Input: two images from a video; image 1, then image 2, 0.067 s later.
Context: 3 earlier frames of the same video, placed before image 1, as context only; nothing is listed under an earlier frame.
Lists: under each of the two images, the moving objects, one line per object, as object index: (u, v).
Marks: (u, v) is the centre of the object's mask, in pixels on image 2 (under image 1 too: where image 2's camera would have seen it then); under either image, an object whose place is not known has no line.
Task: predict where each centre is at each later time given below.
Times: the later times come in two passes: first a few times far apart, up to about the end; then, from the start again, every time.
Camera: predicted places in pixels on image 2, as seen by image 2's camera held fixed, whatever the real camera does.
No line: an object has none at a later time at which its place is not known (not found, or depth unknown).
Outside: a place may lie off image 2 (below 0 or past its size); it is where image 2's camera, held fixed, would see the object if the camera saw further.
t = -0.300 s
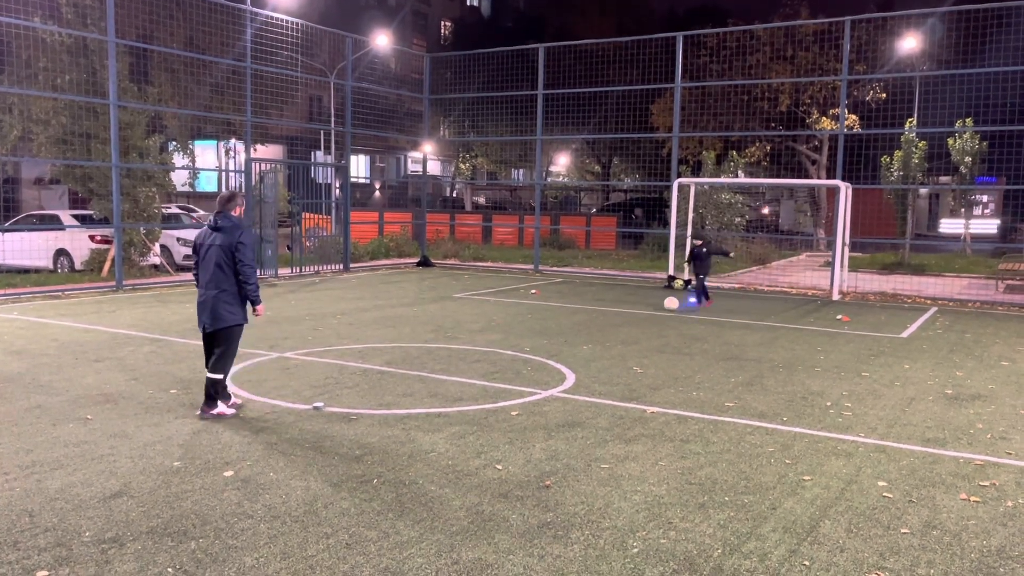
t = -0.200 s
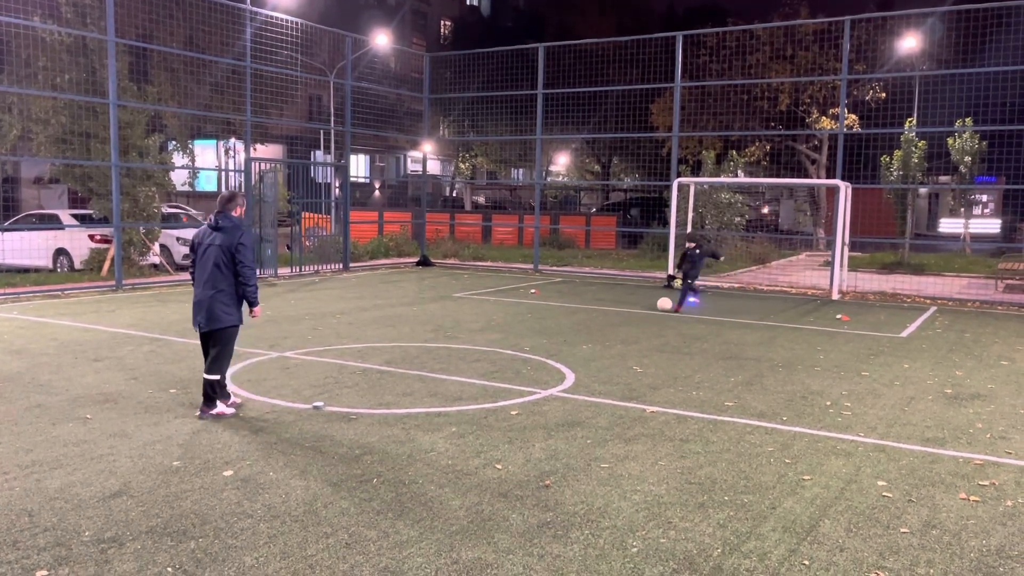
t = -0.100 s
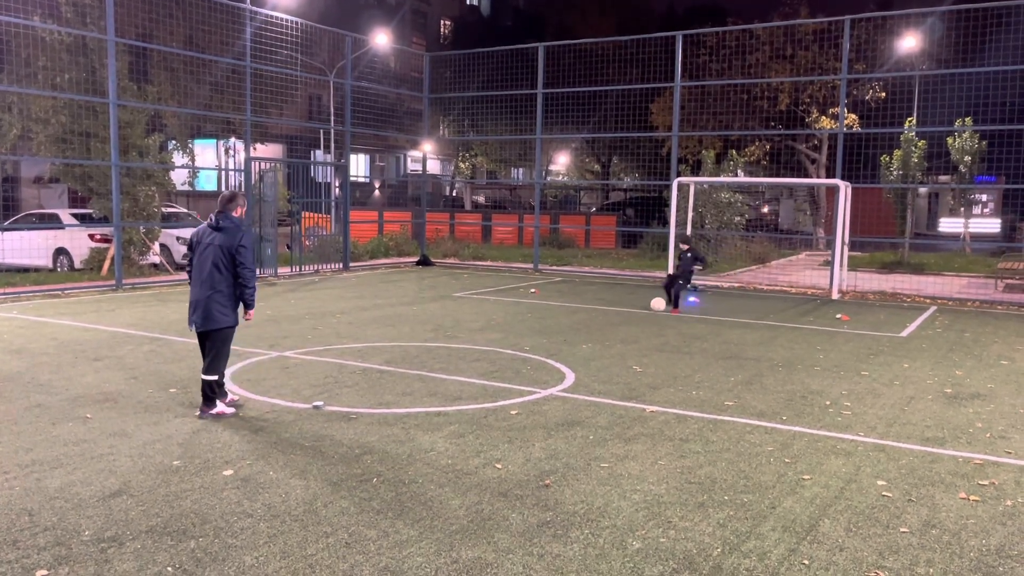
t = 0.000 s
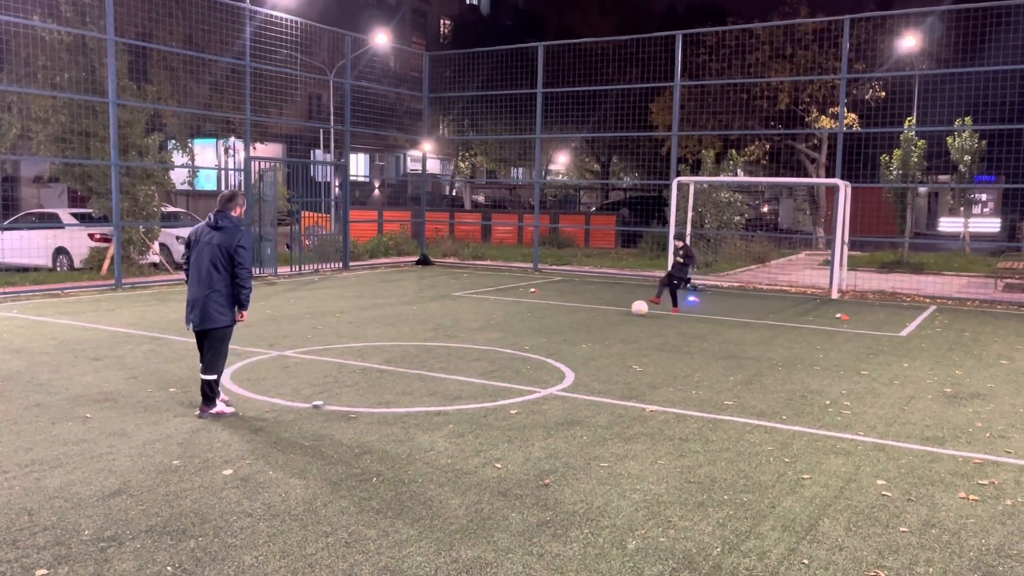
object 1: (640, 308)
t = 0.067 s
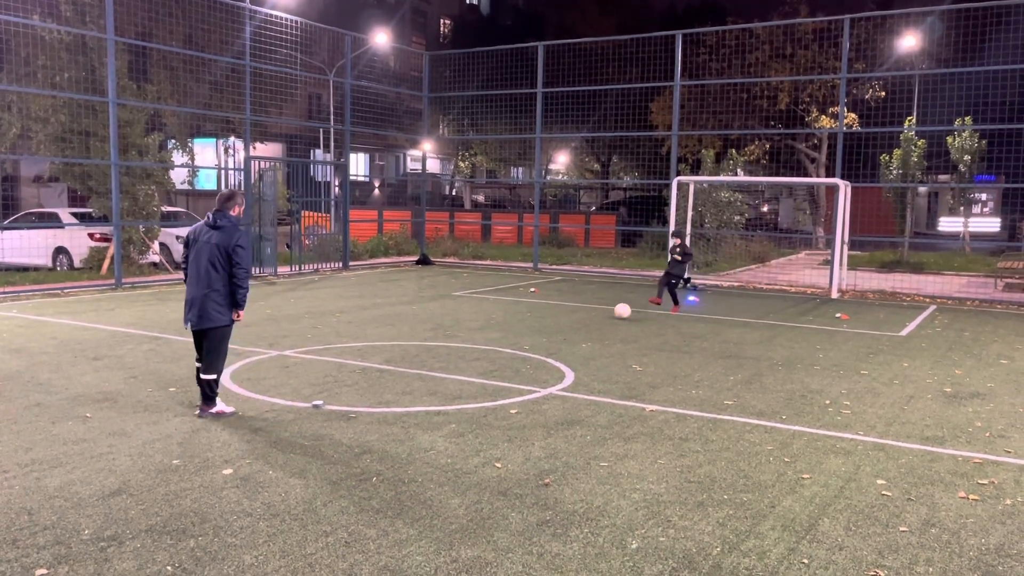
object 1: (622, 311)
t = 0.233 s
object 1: (576, 322)
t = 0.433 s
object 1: (520, 333)
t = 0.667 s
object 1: (451, 348)
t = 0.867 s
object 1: (382, 363)
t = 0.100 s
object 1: (613, 314)
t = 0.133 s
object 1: (604, 316)
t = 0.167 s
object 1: (595, 318)
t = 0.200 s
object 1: (586, 320)
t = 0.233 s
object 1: (576, 322)
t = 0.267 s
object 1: (567, 324)
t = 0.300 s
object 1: (558, 326)
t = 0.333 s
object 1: (548, 328)
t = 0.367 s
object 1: (539, 329)
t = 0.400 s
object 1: (529, 332)
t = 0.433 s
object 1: (520, 333)
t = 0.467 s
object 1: (510, 335)
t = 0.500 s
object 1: (501, 336)
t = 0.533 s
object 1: (491, 340)
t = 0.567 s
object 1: (481, 342)
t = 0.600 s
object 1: (472, 342)
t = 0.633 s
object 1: (462, 344)
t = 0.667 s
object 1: (451, 348)
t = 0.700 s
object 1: (440, 351)
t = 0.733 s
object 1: (430, 351)
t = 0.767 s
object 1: (419, 353)
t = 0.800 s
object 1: (406, 356)
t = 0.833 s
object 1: (395, 361)
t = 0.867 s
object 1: (382, 363)
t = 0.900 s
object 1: (370, 365)
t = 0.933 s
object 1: (356, 369)
